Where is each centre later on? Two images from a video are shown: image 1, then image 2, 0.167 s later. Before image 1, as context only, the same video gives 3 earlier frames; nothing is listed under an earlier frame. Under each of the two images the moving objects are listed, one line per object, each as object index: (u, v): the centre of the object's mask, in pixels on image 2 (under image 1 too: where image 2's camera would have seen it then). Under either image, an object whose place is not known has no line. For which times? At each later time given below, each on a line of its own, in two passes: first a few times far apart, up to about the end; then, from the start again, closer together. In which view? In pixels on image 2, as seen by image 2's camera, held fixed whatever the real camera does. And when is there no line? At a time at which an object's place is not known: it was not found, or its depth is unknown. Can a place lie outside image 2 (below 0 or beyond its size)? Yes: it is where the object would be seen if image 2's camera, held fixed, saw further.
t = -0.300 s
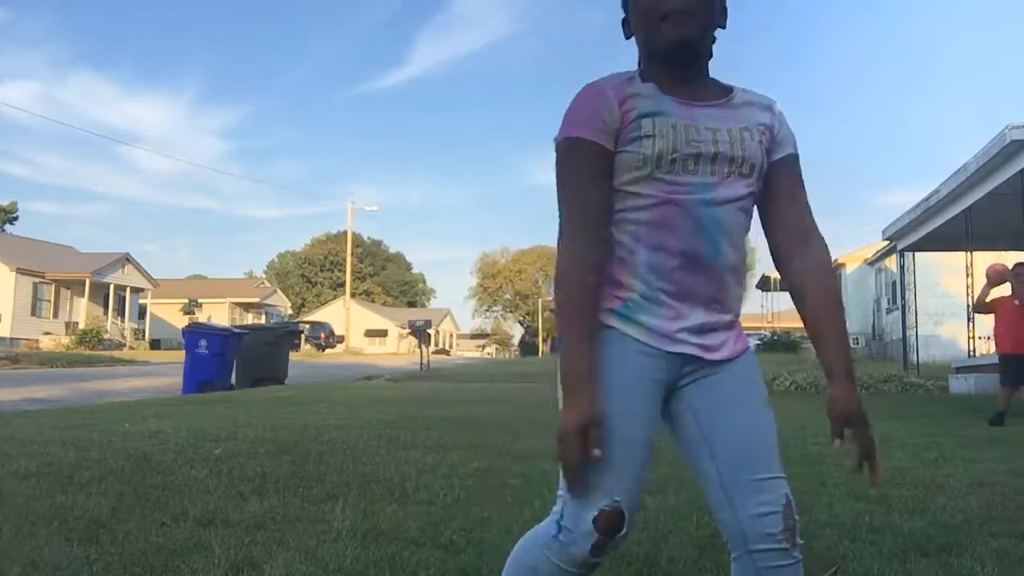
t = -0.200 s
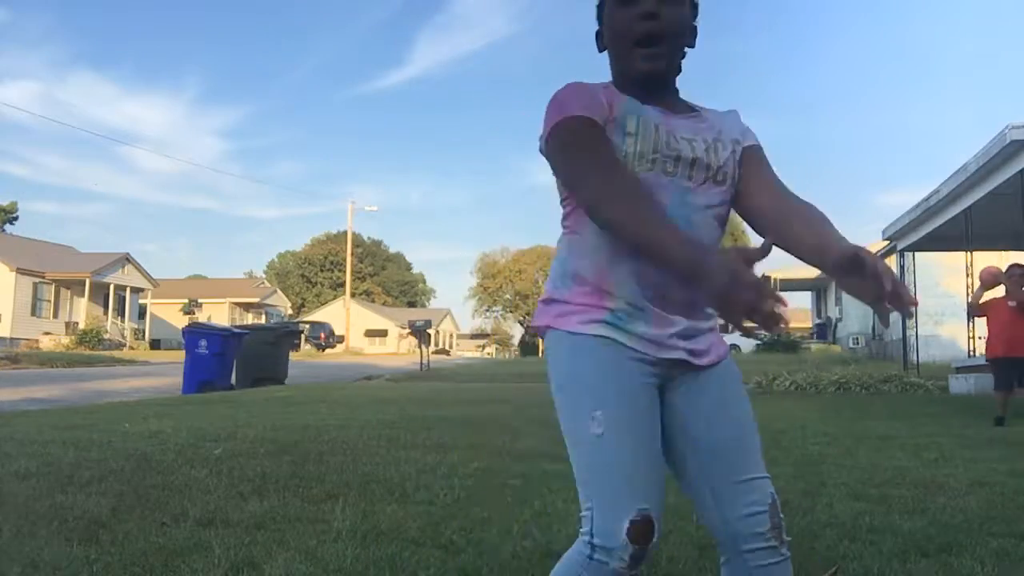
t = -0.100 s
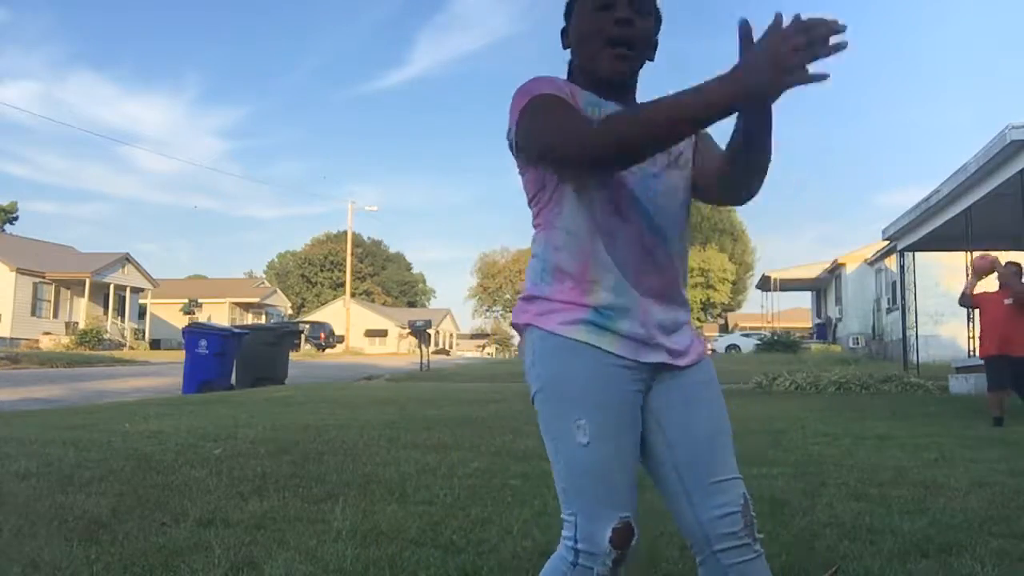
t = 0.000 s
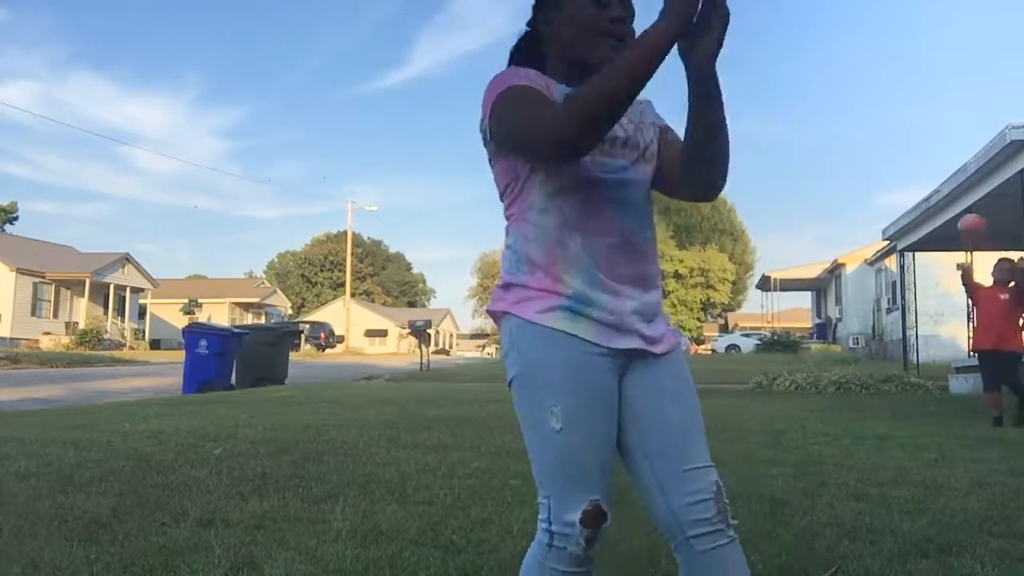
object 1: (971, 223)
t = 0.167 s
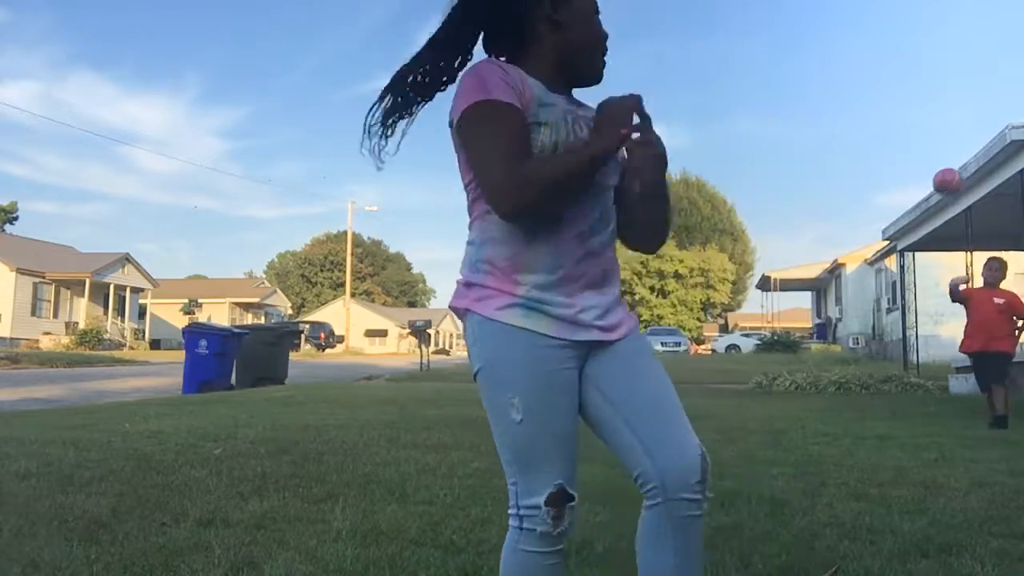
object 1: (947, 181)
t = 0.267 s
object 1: (931, 172)
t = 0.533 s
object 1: (879, 237)
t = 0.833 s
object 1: (792, 525)
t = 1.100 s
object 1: (739, 401)
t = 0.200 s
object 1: (942, 177)
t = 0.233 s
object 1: (937, 173)
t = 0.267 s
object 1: (931, 172)
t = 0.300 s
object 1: (925, 172)
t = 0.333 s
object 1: (919, 174)
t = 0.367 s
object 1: (913, 178)
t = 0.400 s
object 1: (907, 184)
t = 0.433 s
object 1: (901, 193)
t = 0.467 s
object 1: (894, 205)
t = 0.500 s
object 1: (887, 219)
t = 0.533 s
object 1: (879, 237)
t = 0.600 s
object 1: (863, 284)
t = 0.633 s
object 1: (854, 314)
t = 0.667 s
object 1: (844, 349)
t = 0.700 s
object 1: (833, 389)
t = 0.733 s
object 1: (822, 437)
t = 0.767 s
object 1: (810, 491)
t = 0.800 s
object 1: (798, 542)
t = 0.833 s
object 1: (792, 525)
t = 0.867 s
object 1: (787, 497)
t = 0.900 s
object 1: (781, 474)
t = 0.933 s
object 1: (774, 454)
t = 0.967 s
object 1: (767, 437)
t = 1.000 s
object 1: (761, 423)
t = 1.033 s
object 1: (754, 412)
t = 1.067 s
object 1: (747, 405)
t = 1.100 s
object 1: (739, 401)
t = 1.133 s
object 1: (731, 401)
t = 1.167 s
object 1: (723, 405)
